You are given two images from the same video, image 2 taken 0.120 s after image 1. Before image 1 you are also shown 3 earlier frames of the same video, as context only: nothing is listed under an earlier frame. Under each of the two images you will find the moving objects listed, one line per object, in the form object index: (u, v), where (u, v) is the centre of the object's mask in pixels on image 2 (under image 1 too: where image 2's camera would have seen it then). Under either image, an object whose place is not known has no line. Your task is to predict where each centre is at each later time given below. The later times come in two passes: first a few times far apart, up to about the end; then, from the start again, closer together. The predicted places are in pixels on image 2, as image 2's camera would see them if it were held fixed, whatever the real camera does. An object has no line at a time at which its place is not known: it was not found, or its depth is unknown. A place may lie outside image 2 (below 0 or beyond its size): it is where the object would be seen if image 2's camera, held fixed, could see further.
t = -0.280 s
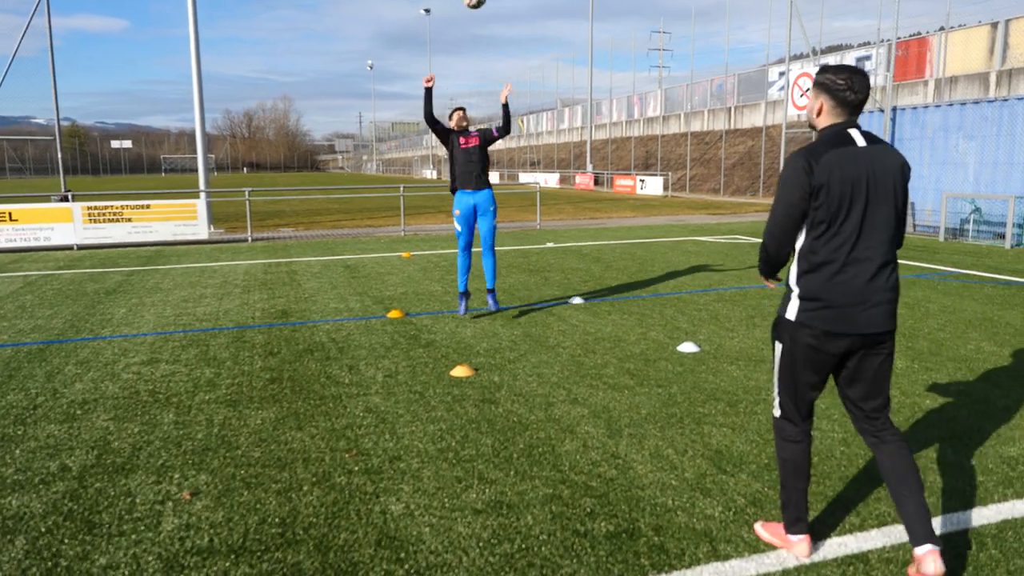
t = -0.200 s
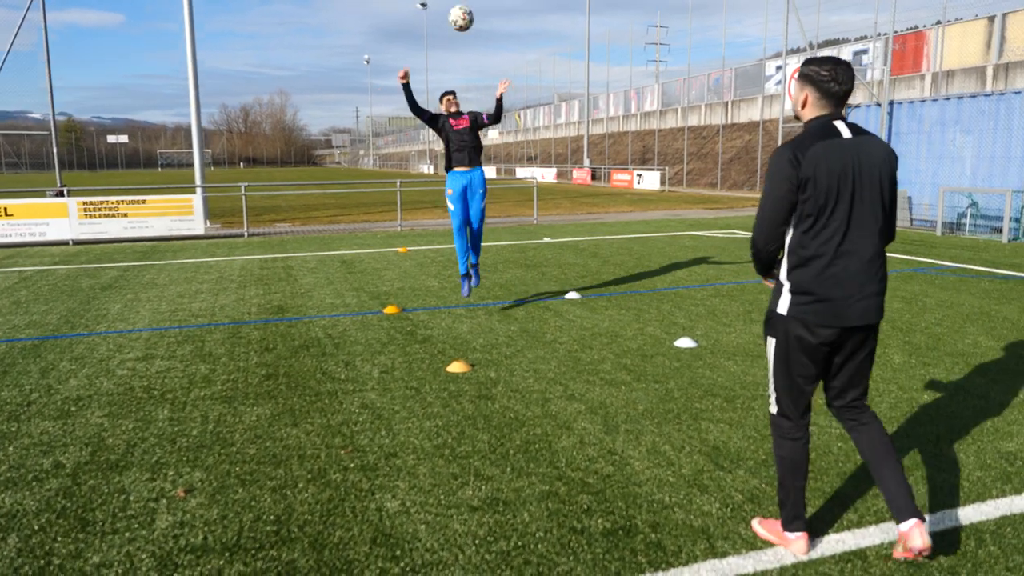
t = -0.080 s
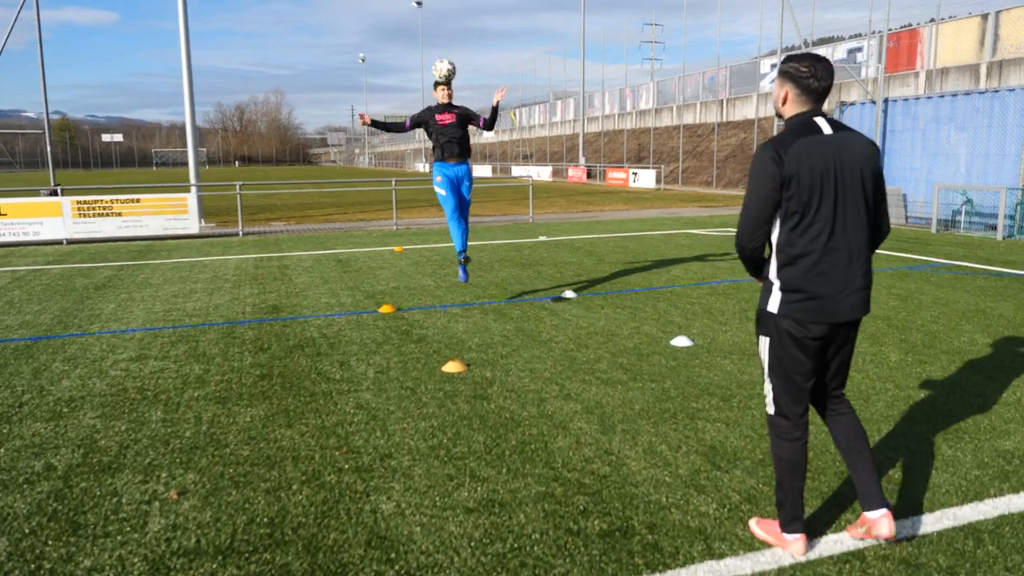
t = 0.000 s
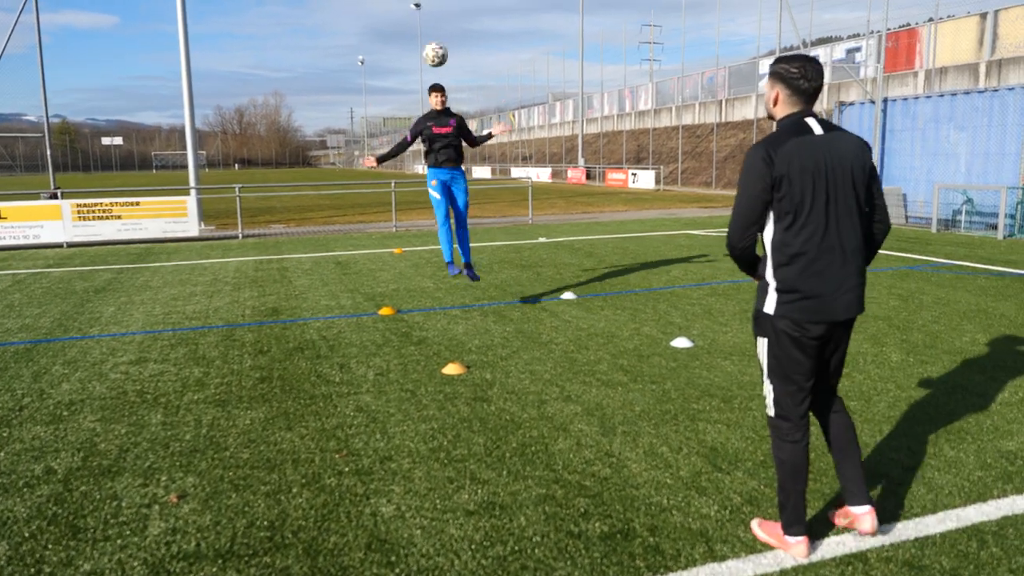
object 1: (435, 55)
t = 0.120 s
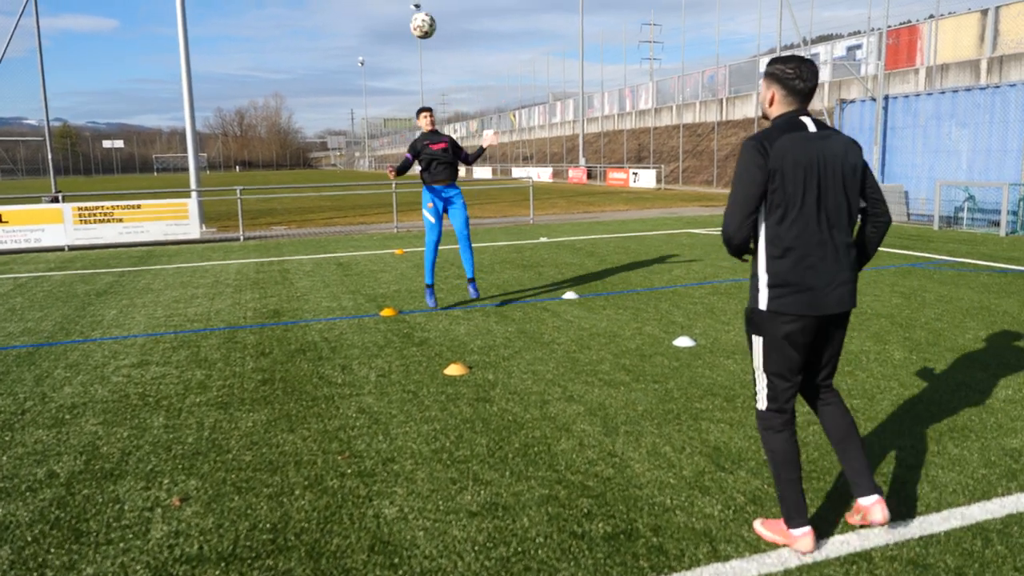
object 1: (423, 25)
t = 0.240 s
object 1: (409, 11)
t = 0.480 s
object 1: (381, 38)
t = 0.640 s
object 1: (362, 108)
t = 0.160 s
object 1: (418, 18)
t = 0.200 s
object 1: (414, 13)
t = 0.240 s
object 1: (409, 11)
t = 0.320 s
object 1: (400, 12)
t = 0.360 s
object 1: (395, 14)
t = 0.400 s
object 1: (391, 20)
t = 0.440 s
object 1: (386, 28)
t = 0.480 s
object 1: (381, 38)
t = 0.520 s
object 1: (376, 52)
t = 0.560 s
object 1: (372, 68)
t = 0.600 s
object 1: (367, 87)
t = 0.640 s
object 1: (362, 108)
